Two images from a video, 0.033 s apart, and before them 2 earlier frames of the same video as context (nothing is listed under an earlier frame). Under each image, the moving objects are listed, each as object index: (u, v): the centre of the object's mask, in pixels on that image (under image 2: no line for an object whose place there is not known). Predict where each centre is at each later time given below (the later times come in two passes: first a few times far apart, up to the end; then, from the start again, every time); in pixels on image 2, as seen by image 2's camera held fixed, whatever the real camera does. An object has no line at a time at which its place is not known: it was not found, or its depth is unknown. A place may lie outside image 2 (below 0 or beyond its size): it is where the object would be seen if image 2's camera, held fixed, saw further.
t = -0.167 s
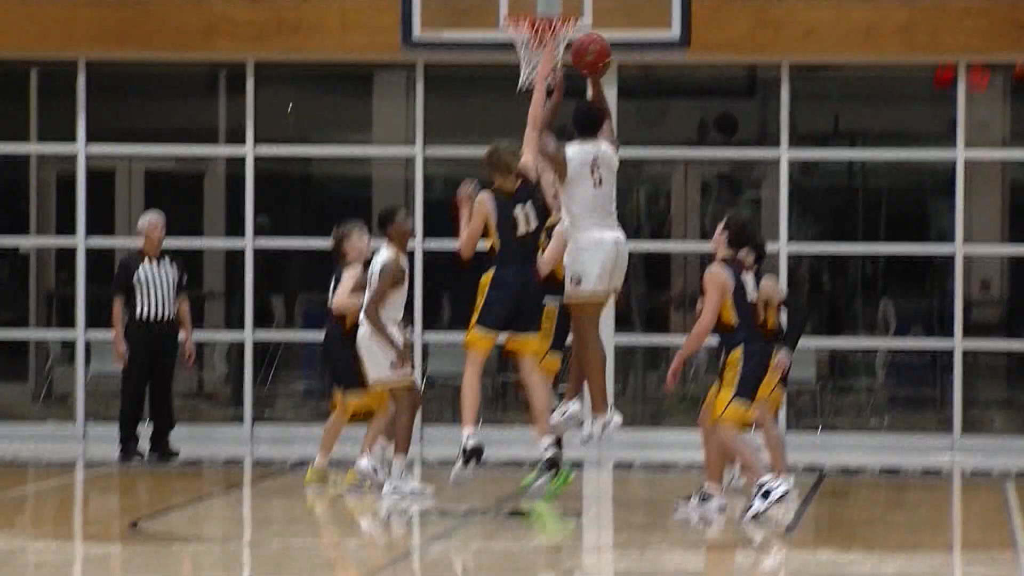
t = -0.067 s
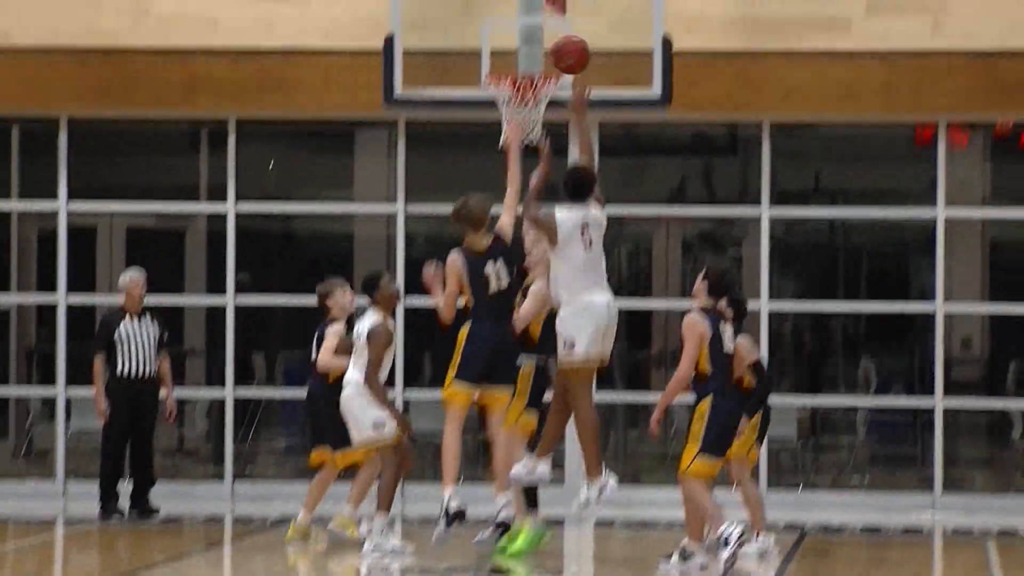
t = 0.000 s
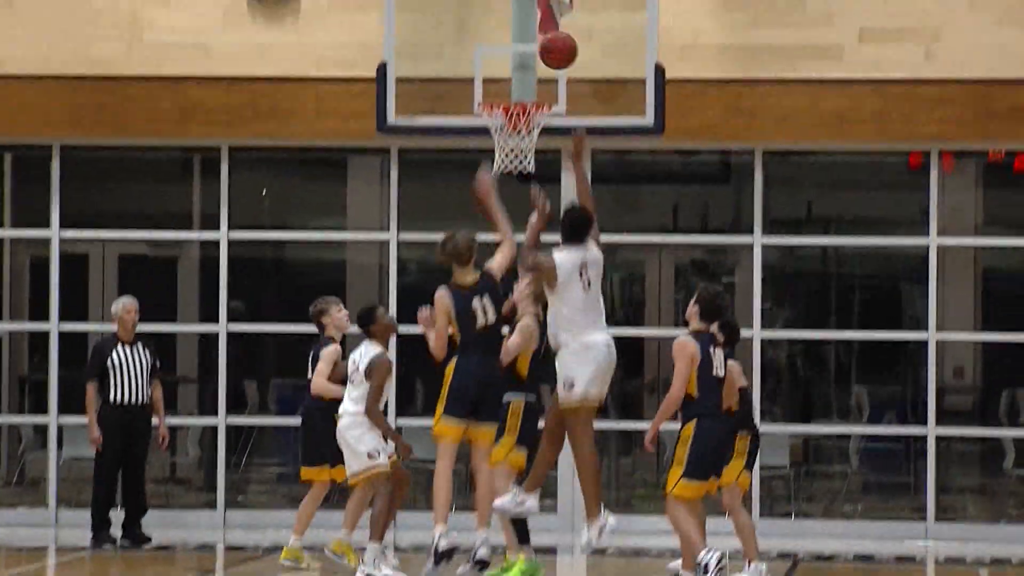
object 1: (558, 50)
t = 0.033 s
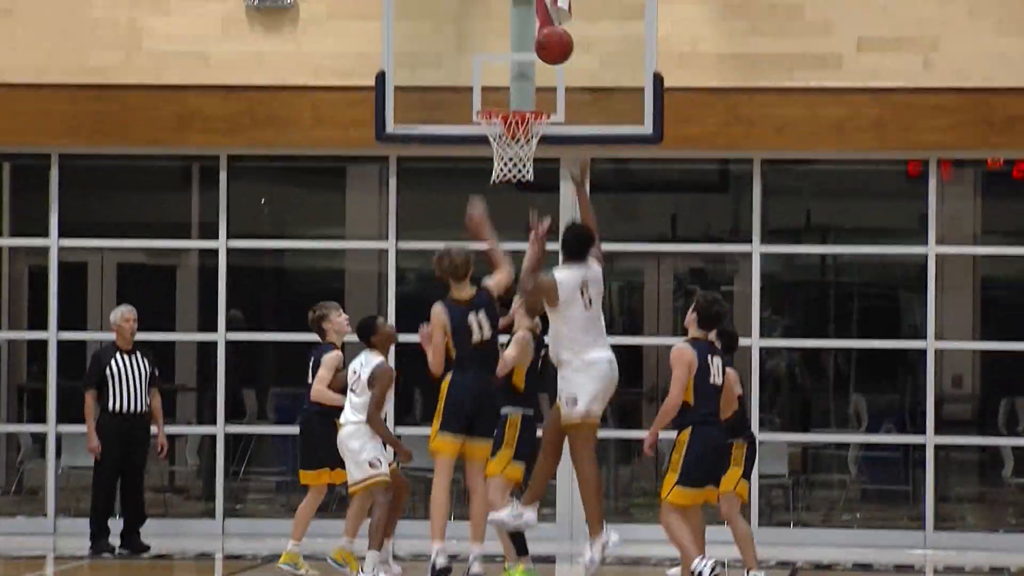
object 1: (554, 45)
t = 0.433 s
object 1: (522, 24)
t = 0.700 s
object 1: (498, 104)
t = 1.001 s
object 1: (550, 158)
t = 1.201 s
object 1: (546, 197)
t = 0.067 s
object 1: (551, 34)
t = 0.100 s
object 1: (548, 25)
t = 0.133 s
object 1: (545, 16)
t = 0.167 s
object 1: (543, 11)
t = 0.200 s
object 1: (541, 7)
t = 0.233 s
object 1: (539, 4)
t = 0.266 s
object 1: (536, 3)
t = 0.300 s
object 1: (532, 4)
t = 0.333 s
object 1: (530, 7)
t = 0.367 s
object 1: (527, 11)
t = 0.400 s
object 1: (524, 17)
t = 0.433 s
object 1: (522, 24)
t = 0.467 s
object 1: (520, 33)
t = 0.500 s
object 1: (517, 44)
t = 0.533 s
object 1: (515, 56)
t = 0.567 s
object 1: (512, 69)
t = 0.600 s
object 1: (509, 79)
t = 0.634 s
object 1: (505, 90)
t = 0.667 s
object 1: (501, 98)
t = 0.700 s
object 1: (498, 104)
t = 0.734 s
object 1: (508, 127)
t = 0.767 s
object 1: (516, 132)
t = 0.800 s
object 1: (525, 140)
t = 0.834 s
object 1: (534, 140)
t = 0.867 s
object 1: (542, 138)
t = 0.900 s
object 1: (542, 161)
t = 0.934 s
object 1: (545, 159)
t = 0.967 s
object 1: (548, 157)
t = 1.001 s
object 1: (550, 158)
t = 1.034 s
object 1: (550, 159)
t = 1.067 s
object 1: (548, 163)
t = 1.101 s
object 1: (547, 169)
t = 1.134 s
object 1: (547, 175)
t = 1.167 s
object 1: (546, 185)
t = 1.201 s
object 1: (546, 197)
